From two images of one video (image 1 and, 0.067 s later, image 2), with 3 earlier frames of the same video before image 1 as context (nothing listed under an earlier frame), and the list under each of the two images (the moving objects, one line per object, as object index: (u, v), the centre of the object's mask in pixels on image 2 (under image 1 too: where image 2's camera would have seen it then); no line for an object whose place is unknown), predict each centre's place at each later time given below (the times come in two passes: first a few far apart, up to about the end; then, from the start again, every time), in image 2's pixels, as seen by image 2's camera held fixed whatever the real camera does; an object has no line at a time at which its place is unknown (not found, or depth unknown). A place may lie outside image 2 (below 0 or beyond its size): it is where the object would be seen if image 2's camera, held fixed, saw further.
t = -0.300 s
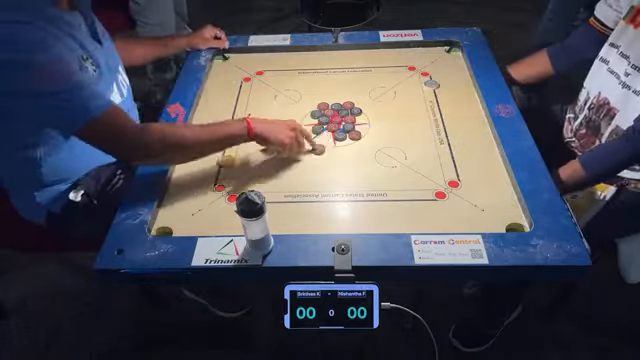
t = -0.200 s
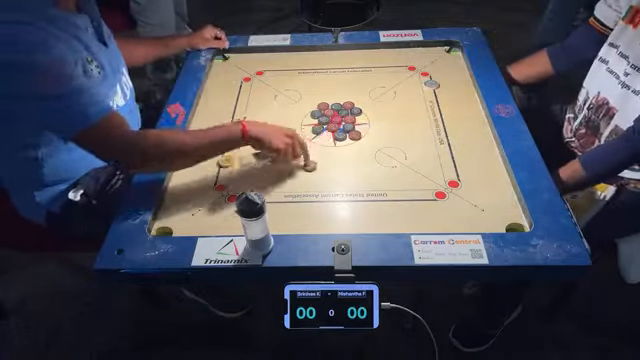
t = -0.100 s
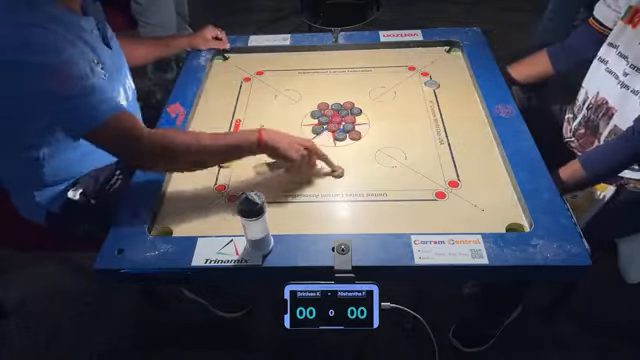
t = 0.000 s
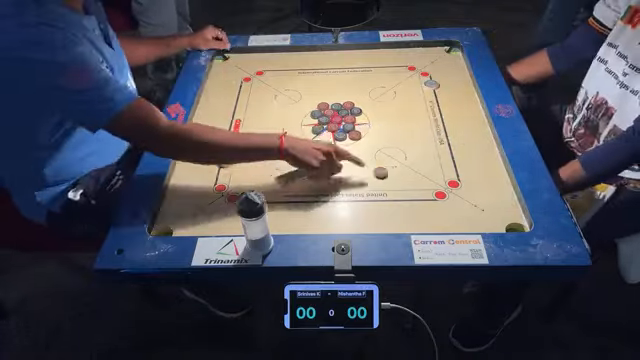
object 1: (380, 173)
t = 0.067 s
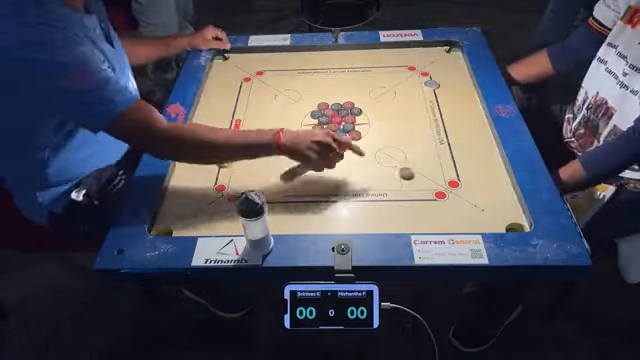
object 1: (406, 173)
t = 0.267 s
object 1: (465, 174)
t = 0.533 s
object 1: (496, 172)
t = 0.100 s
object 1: (418, 173)
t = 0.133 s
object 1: (429, 173)
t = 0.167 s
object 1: (439, 173)
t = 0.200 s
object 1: (449, 173)
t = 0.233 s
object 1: (457, 174)
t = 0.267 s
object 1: (465, 174)
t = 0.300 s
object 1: (471, 173)
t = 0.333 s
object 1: (477, 173)
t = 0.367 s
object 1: (482, 173)
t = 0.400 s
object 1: (487, 173)
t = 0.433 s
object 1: (490, 173)
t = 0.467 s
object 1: (493, 173)
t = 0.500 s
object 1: (494, 172)
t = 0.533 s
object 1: (496, 172)
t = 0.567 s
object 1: (496, 172)
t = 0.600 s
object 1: (496, 172)
